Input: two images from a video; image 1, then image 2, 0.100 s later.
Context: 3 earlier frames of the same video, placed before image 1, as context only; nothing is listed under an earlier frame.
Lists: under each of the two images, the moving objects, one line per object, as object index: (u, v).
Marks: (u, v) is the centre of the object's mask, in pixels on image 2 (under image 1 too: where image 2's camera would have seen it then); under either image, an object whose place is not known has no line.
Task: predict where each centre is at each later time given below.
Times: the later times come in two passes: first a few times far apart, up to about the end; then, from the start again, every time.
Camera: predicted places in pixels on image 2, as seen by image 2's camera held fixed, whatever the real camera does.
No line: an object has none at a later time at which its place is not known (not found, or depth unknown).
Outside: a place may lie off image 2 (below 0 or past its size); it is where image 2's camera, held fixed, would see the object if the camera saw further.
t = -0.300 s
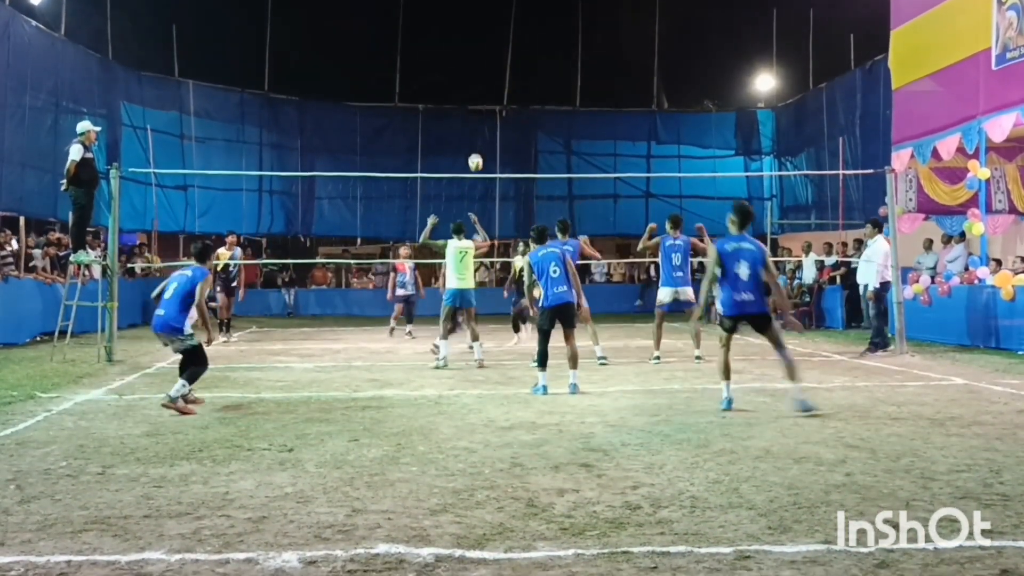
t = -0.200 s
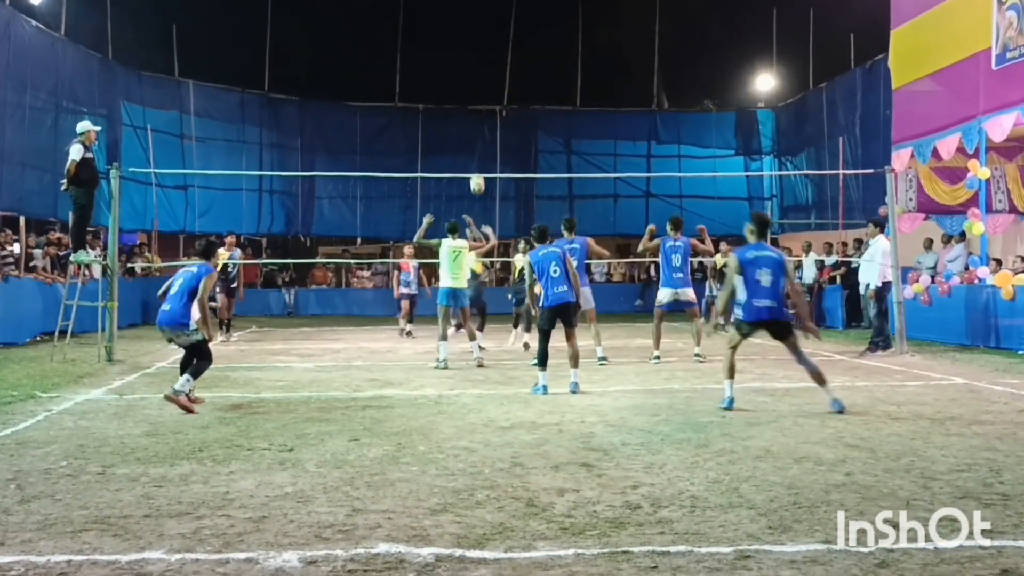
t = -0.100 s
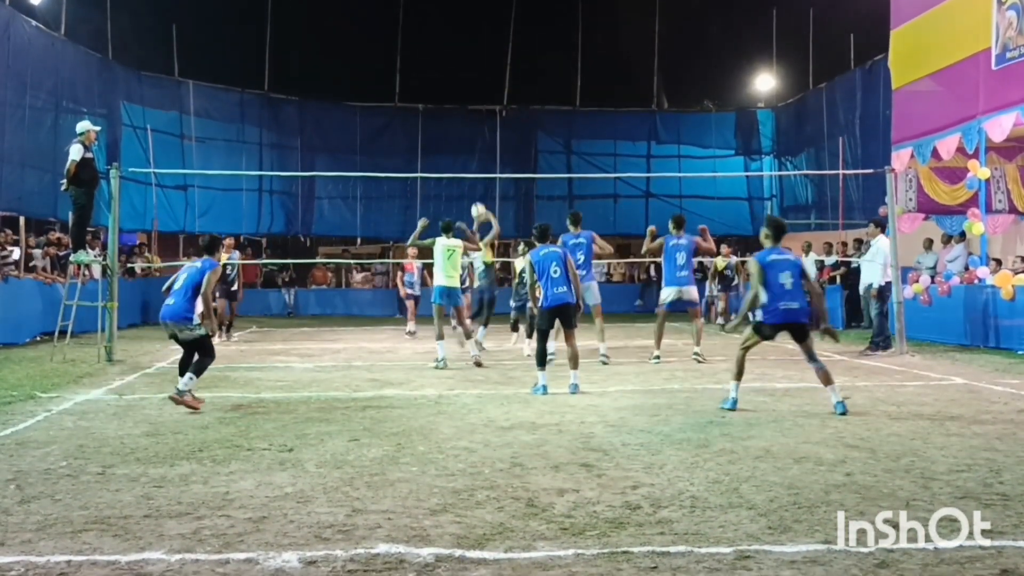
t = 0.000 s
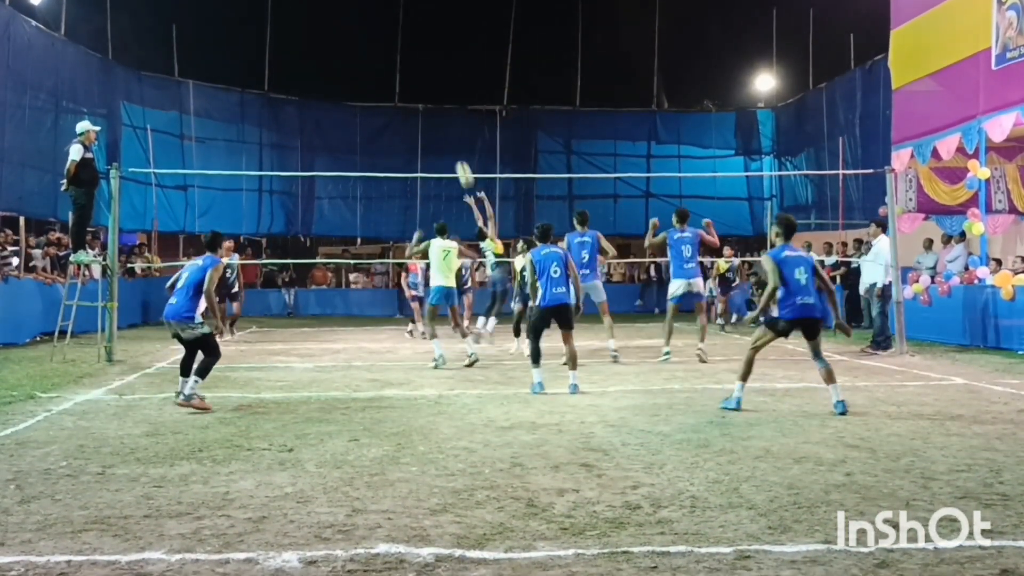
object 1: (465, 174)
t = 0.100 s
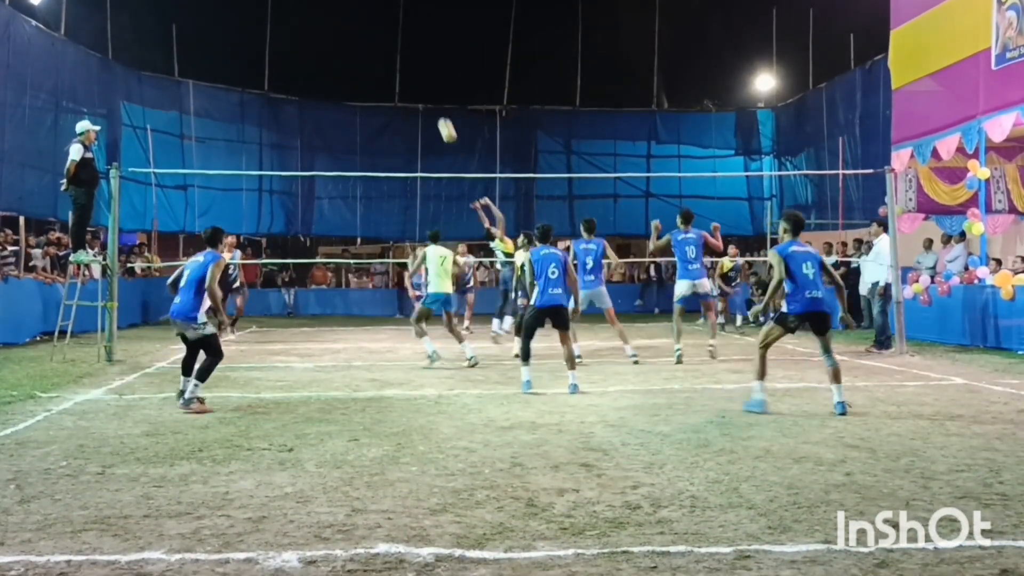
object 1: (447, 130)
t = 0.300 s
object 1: (412, 64)
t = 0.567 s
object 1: (368, 17)
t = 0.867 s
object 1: (320, 24)
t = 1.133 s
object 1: (280, 82)
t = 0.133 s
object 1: (441, 117)
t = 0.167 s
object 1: (435, 105)
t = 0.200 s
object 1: (429, 94)
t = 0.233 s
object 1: (423, 83)
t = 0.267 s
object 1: (418, 73)
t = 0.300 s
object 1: (412, 64)
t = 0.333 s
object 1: (406, 55)
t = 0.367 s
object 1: (401, 47)
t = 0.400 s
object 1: (395, 40)
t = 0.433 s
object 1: (390, 34)
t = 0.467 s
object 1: (384, 29)
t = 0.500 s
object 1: (379, 24)
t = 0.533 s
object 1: (373, 20)
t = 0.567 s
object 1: (368, 17)
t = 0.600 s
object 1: (363, 15)
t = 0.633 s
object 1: (357, 13)
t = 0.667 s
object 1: (352, 13)
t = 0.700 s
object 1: (347, 13)
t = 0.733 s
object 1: (341, 13)
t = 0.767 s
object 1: (336, 15)
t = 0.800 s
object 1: (330, 17)
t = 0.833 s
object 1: (325, 21)
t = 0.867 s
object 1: (320, 24)
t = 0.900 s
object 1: (315, 29)
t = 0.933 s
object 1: (309, 34)
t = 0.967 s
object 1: (304, 40)
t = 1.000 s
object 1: (299, 47)
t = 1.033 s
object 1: (294, 55)
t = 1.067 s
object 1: (289, 63)
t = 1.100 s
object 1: (284, 72)
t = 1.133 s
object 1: (280, 82)
